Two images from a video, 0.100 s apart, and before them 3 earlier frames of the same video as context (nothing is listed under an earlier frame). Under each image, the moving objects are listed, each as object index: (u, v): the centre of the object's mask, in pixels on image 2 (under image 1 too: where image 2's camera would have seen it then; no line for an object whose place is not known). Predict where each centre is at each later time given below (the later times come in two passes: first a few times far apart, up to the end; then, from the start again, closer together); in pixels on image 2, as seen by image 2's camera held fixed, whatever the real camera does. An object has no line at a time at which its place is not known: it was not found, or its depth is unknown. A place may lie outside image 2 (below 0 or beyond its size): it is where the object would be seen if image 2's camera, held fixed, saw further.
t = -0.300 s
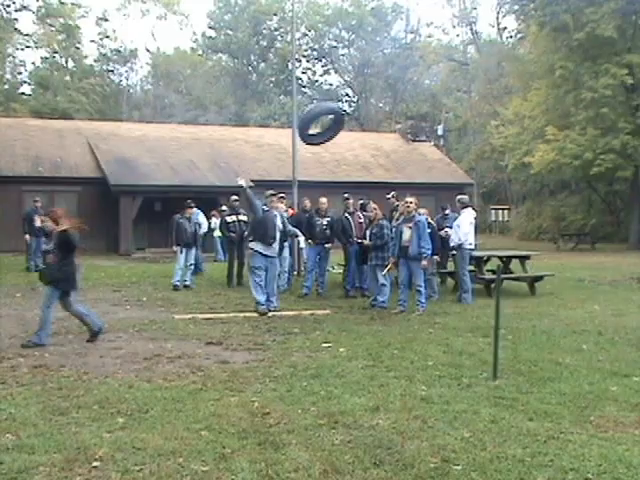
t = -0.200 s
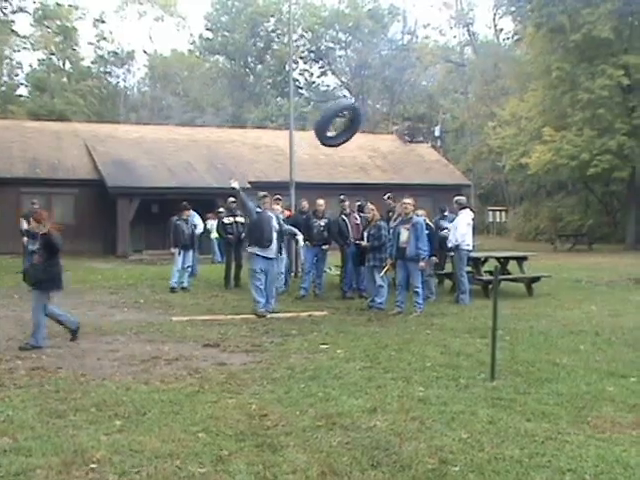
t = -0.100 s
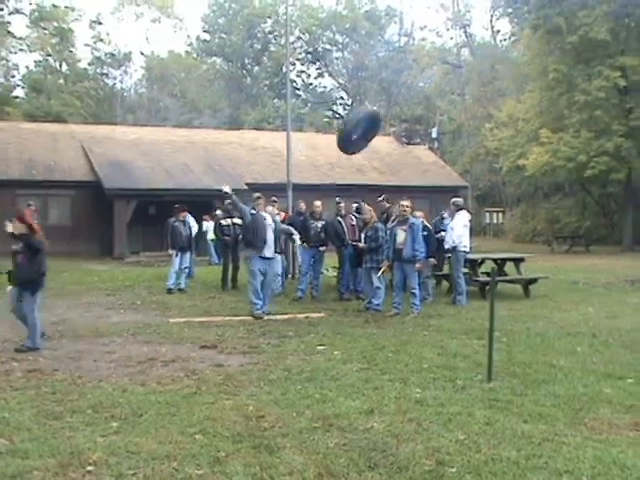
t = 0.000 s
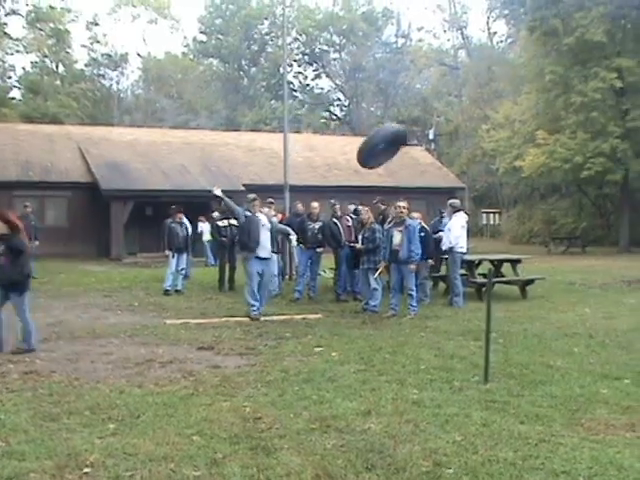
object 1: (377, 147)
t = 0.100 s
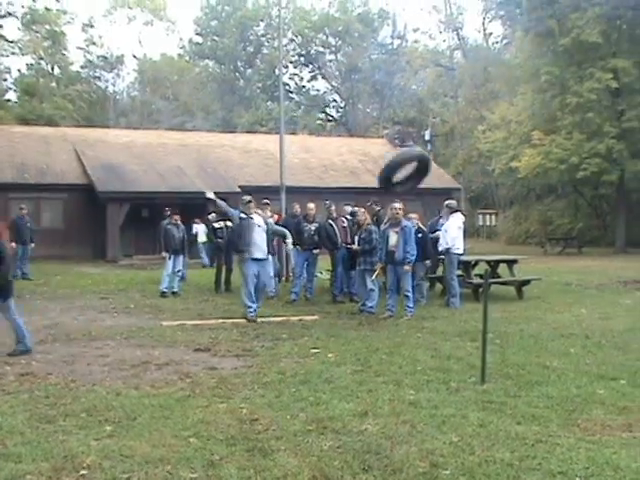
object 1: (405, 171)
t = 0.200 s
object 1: (433, 206)
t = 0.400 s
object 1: (497, 312)
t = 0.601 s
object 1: (564, 331)
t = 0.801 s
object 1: (614, 322)
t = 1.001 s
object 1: (645, 351)
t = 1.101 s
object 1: (656, 351)
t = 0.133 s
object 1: (414, 183)
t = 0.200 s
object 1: (433, 206)
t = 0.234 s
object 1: (442, 220)
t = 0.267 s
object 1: (454, 234)
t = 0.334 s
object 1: (474, 268)
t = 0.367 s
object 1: (485, 290)
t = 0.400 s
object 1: (497, 312)
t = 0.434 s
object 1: (509, 336)
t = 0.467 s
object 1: (519, 354)
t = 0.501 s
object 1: (531, 358)
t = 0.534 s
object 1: (549, 343)
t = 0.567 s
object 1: (557, 337)
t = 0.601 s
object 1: (564, 331)
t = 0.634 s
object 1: (572, 327)
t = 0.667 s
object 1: (581, 324)
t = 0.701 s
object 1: (589, 322)
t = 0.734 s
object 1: (597, 321)
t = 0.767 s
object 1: (606, 321)
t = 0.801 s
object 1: (614, 322)
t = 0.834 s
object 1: (623, 324)
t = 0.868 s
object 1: (629, 329)
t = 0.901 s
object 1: (635, 334)
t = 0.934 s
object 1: (633, 342)
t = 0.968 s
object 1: (640, 349)
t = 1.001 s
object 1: (645, 351)
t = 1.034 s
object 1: (649, 351)
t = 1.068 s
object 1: (653, 351)
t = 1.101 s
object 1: (656, 351)
